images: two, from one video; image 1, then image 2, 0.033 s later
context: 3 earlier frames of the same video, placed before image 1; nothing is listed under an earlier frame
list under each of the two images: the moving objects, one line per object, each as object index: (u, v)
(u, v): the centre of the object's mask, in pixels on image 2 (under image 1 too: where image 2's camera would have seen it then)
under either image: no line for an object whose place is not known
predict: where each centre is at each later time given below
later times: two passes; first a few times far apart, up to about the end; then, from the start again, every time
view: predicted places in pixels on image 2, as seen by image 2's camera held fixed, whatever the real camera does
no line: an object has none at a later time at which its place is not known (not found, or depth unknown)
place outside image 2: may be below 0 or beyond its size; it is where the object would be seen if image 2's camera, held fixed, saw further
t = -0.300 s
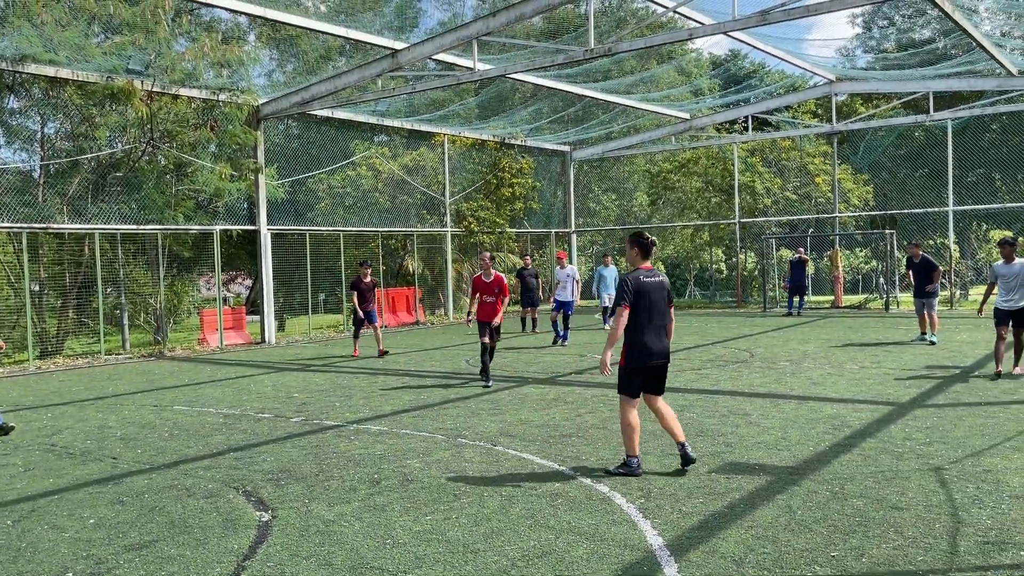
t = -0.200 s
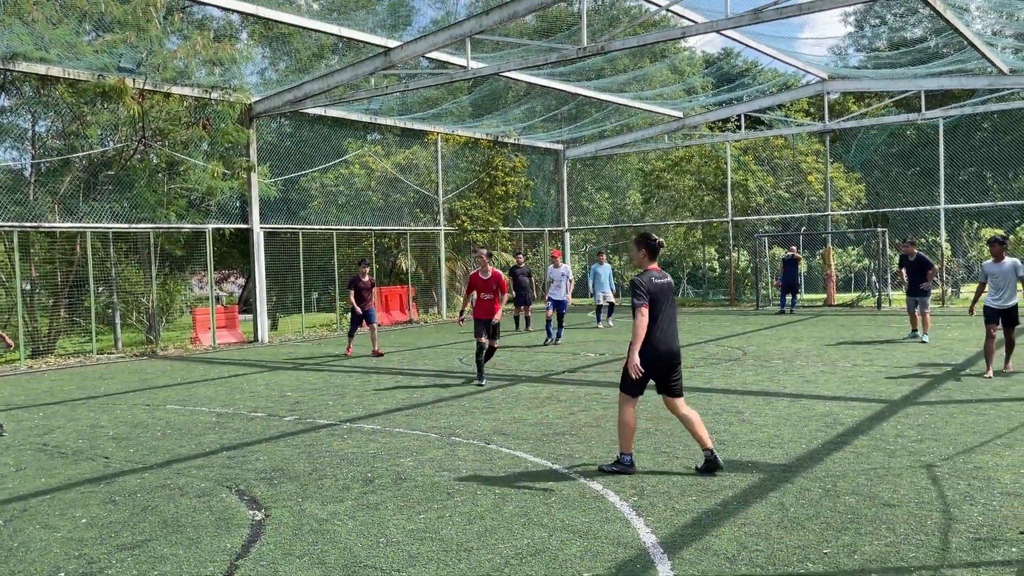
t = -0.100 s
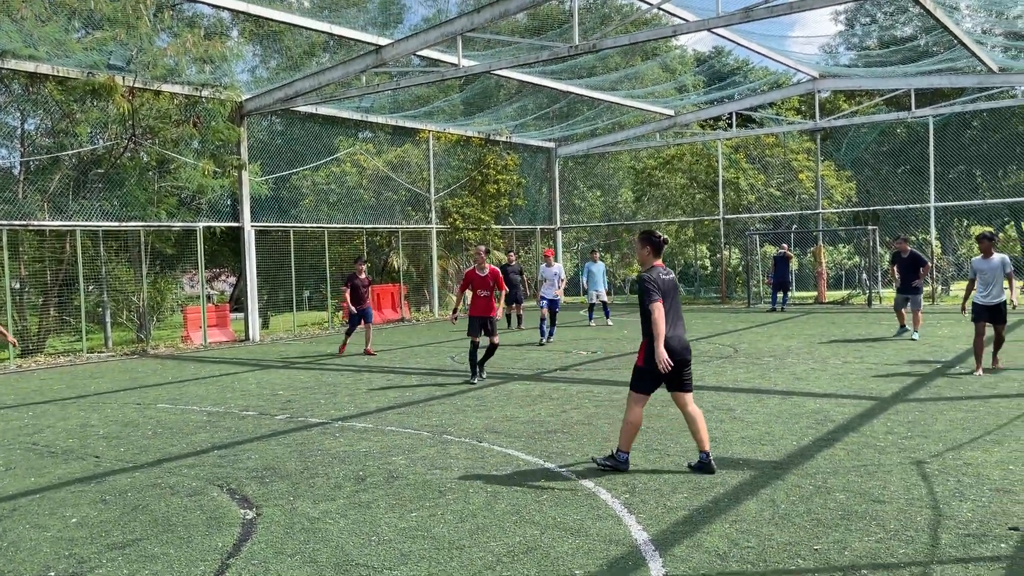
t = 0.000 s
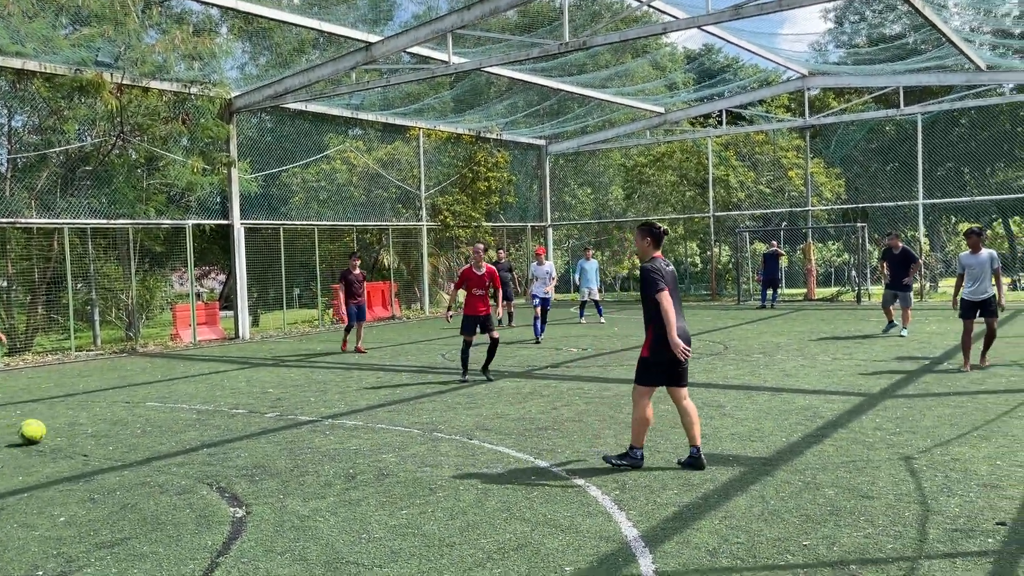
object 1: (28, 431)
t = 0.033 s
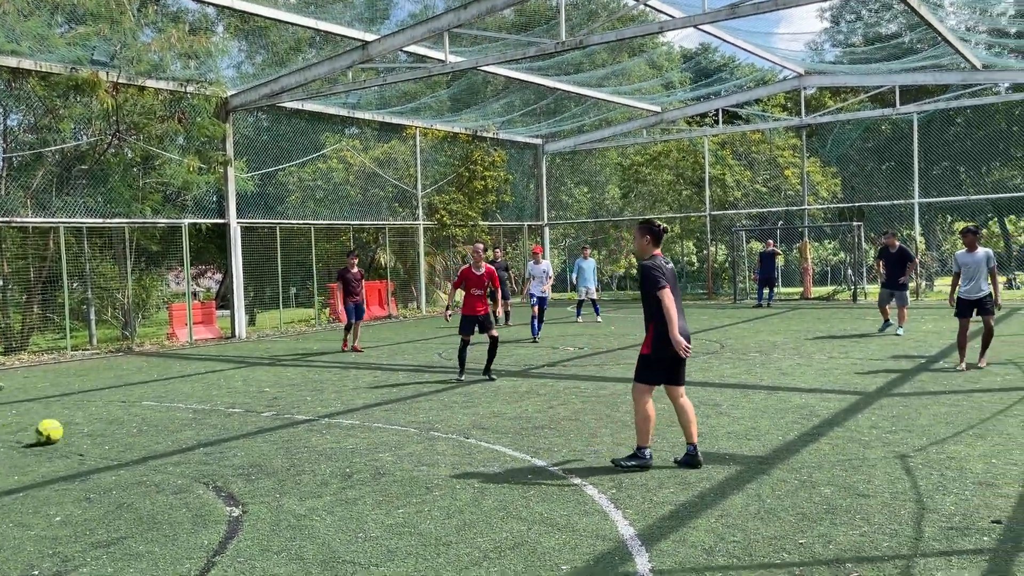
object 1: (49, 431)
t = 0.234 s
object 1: (168, 433)
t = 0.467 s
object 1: (296, 436)
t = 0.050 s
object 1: (59, 431)
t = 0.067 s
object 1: (69, 431)
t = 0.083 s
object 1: (79, 431)
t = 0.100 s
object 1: (89, 431)
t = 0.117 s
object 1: (100, 432)
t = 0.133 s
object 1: (110, 433)
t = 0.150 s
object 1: (121, 434)
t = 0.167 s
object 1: (132, 435)
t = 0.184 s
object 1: (141, 434)
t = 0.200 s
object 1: (150, 434)
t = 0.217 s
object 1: (159, 434)
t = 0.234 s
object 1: (168, 433)
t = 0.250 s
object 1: (178, 433)
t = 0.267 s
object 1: (187, 434)
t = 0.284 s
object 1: (196, 435)
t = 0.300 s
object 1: (206, 436)
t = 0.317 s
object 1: (215, 436)
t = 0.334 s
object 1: (225, 435)
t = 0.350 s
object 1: (233, 434)
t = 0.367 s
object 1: (242, 433)
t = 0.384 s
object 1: (250, 433)
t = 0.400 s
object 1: (259, 433)
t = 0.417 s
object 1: (268, 434)
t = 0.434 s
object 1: (277, 435)
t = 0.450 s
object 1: (287, 436)
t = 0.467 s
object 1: (296, 436)
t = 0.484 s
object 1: (305, 436)
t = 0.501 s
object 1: (314, 435)
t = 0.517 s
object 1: (323, 435)
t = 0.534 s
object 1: (332, 434)
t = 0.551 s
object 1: (341, 434)
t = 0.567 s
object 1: (350, 434)
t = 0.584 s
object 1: (360, 435)
